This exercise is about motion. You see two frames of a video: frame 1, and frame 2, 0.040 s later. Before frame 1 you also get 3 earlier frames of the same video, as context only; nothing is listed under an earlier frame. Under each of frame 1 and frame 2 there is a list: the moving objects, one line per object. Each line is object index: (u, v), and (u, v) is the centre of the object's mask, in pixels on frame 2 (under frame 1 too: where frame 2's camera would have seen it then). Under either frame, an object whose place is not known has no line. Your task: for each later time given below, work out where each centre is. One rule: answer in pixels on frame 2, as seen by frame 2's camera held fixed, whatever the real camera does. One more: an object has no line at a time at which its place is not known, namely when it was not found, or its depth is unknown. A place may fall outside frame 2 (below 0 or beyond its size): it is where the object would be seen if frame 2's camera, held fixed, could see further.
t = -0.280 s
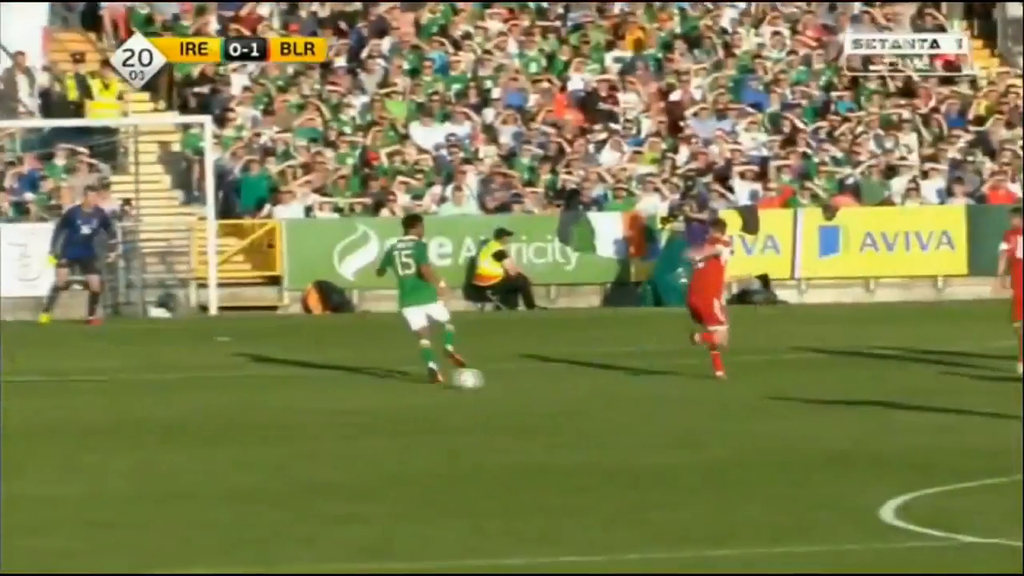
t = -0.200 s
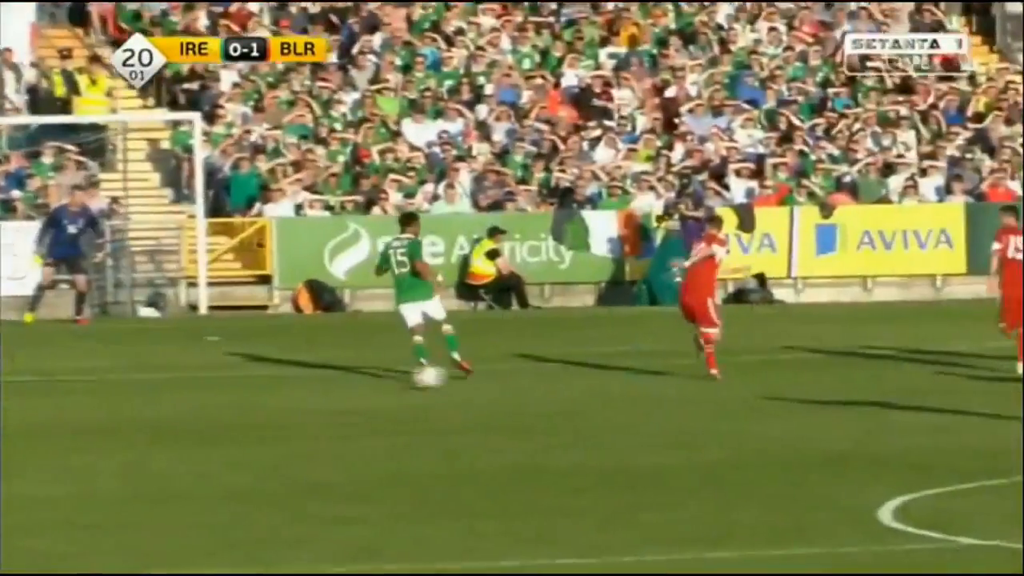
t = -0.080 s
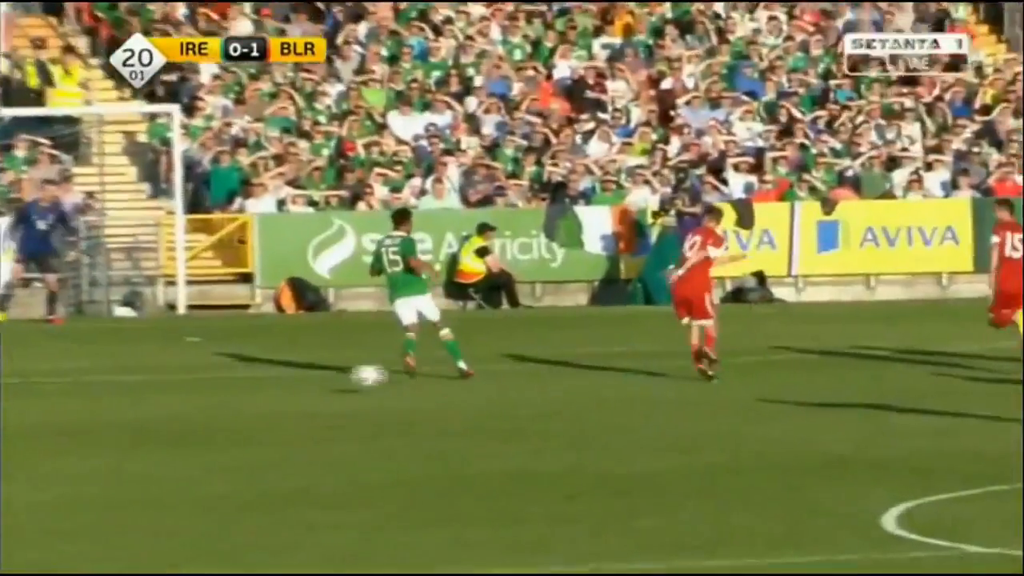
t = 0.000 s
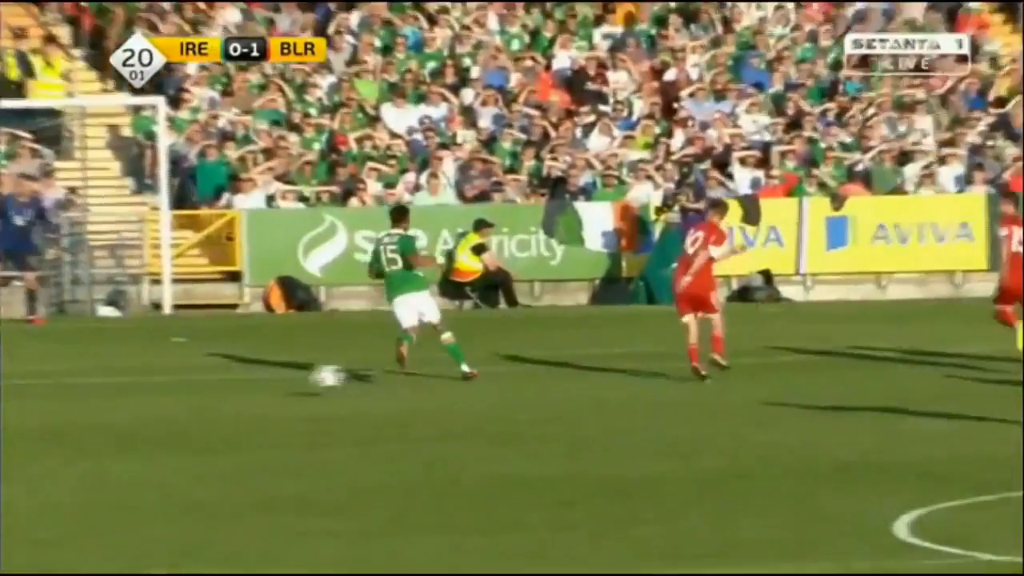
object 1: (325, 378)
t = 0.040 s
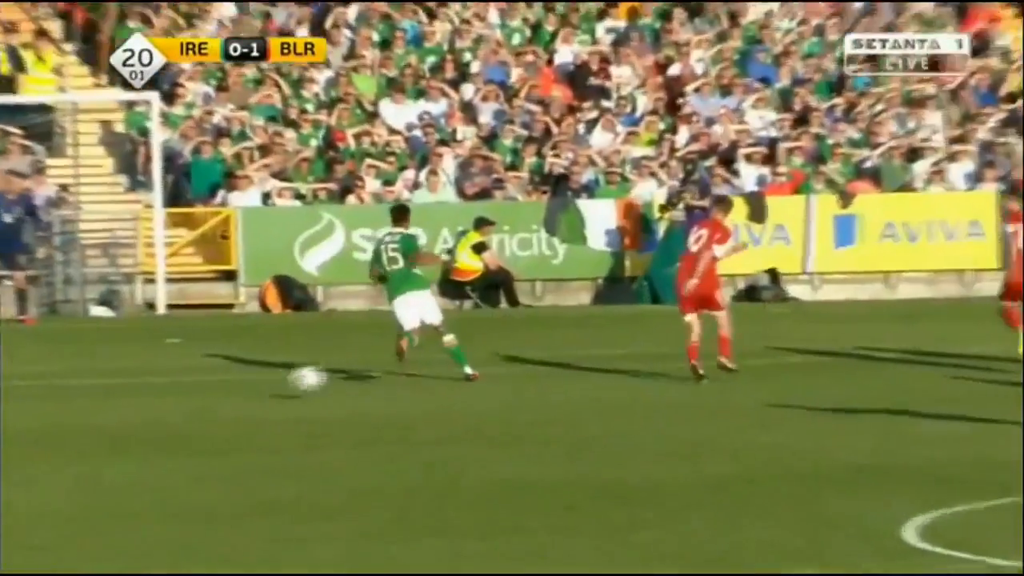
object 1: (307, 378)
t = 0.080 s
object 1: (290, 378)
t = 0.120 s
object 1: (274, 378)
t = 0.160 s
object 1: (257, 378)
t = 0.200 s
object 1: (240, 380)
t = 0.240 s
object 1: (225, 382)
